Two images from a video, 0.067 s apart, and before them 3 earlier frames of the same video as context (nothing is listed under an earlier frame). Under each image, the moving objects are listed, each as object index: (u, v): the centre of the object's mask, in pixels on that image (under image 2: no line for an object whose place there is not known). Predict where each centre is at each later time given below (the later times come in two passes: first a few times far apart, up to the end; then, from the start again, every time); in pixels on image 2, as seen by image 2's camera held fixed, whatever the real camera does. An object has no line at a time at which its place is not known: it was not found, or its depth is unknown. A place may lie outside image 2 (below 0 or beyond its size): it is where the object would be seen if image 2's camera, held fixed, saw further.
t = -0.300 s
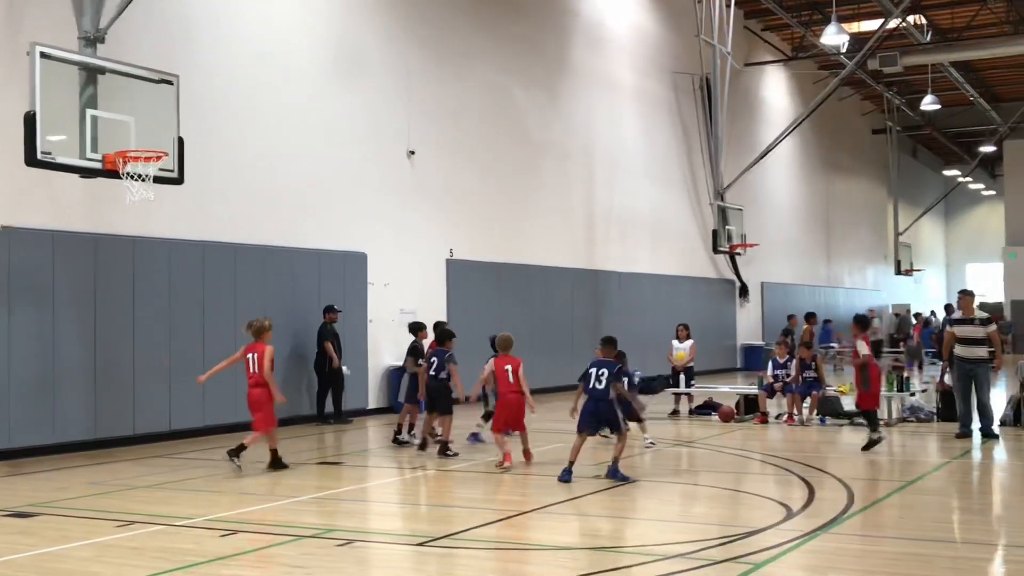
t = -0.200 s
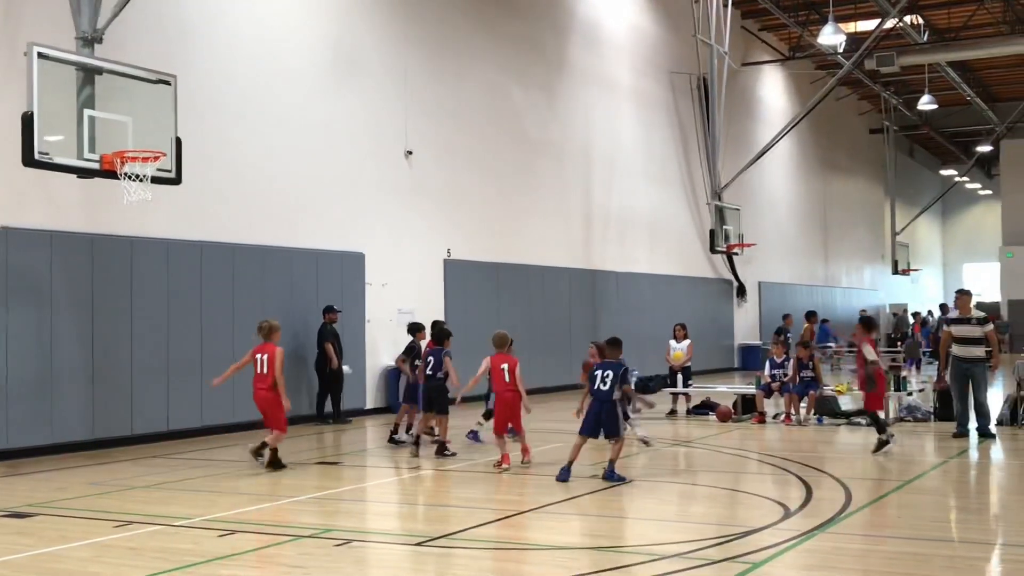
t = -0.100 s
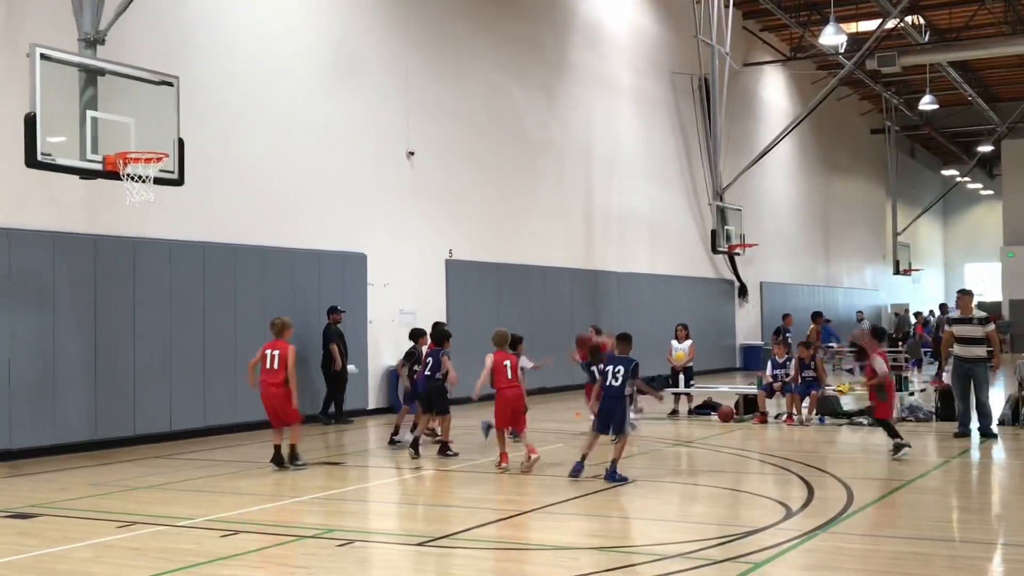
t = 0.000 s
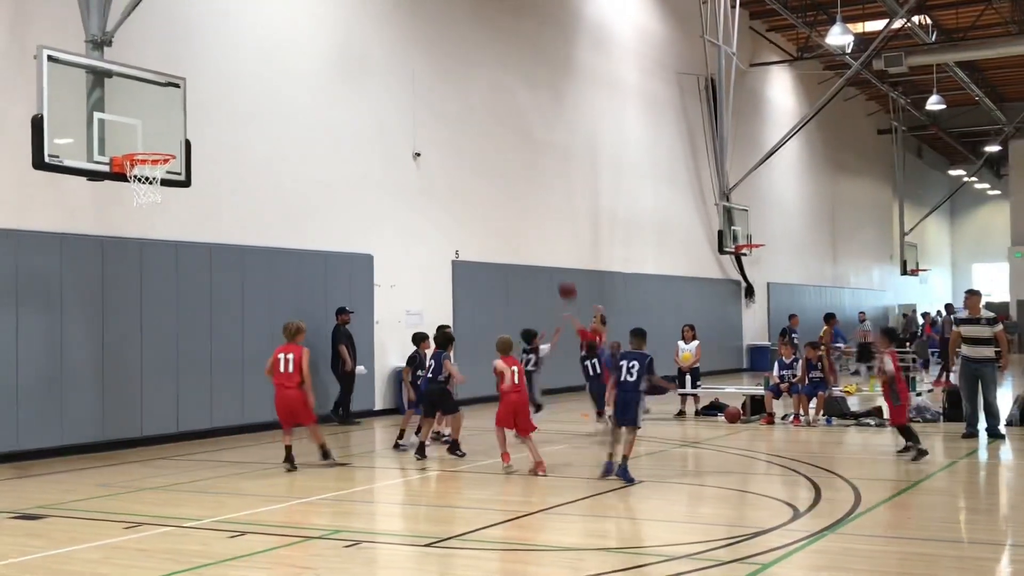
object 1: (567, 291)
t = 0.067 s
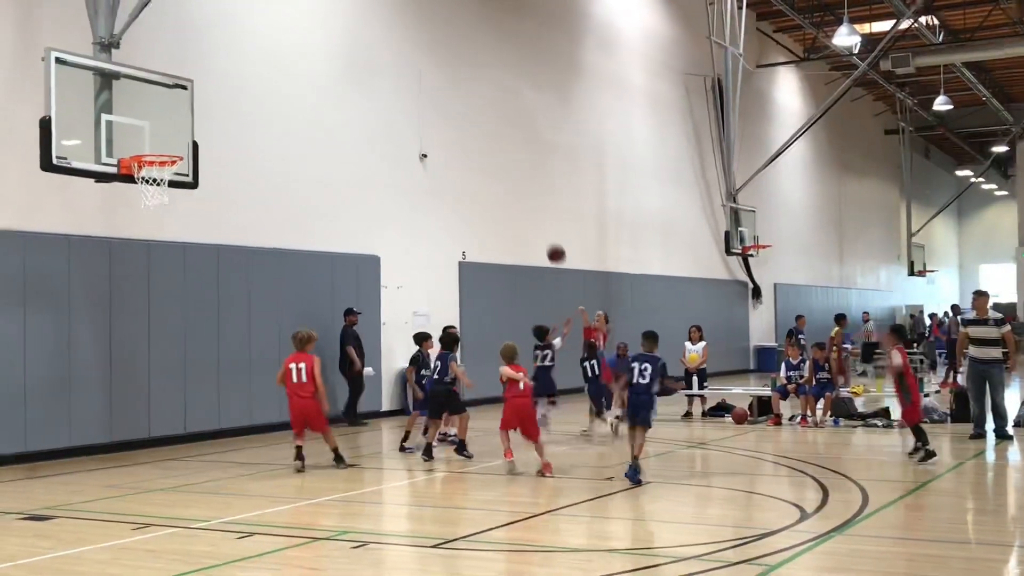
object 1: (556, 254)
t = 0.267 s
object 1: (503, 161)
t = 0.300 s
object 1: (494, 147)
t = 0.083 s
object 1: (552, 246)
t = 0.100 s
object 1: (547, 237)
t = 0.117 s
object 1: (543, 228)
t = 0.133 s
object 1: (539, 220)
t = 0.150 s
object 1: (534, 212)
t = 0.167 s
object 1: (530, 204)
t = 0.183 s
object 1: (526, 197)
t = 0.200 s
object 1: (521, 189)
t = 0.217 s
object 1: (517, 182)
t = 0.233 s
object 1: (512, 175)
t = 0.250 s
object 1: (508, 168)
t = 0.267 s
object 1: (503, 161)
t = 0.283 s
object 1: (499, 154)
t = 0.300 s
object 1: (494, 147)
